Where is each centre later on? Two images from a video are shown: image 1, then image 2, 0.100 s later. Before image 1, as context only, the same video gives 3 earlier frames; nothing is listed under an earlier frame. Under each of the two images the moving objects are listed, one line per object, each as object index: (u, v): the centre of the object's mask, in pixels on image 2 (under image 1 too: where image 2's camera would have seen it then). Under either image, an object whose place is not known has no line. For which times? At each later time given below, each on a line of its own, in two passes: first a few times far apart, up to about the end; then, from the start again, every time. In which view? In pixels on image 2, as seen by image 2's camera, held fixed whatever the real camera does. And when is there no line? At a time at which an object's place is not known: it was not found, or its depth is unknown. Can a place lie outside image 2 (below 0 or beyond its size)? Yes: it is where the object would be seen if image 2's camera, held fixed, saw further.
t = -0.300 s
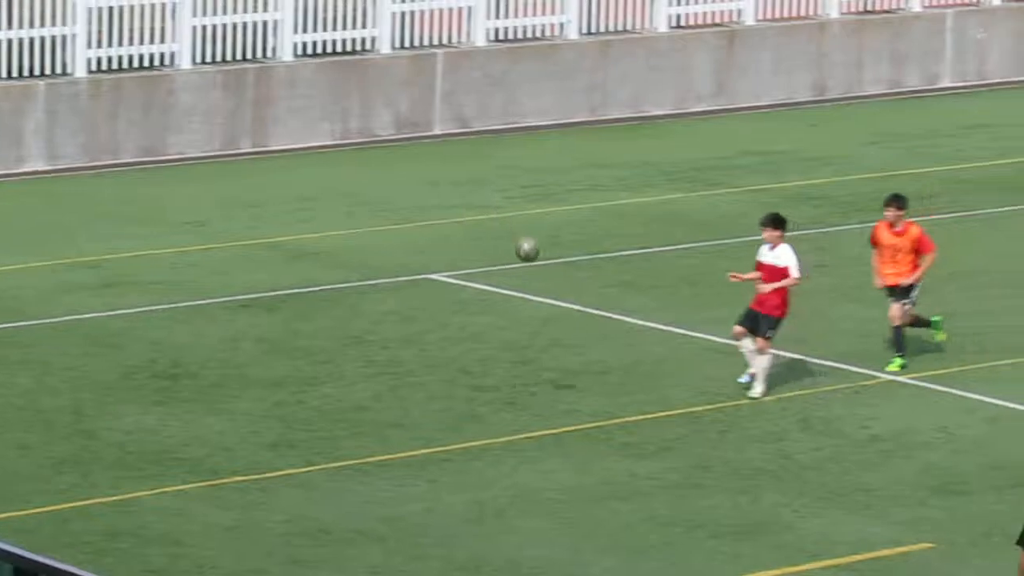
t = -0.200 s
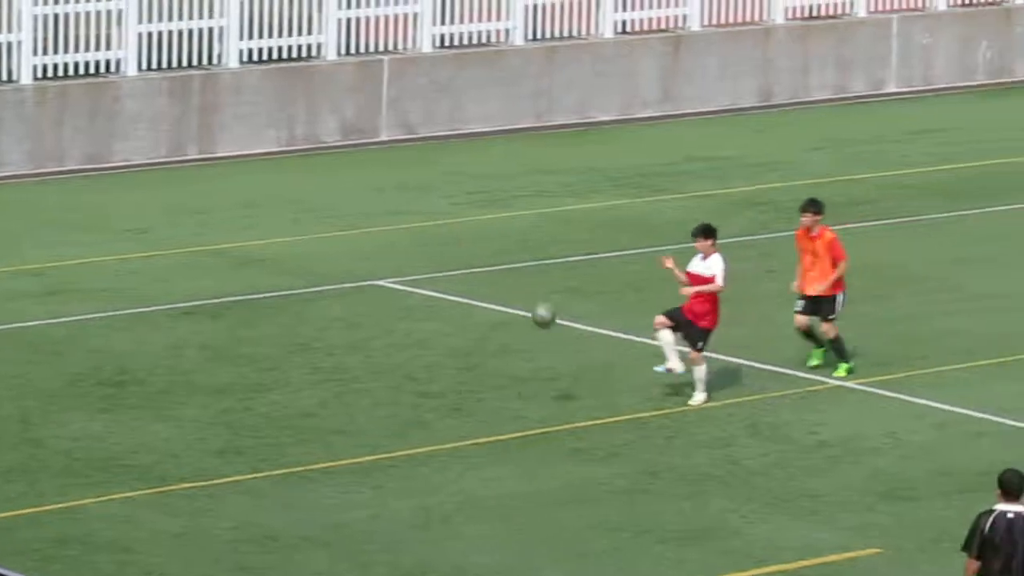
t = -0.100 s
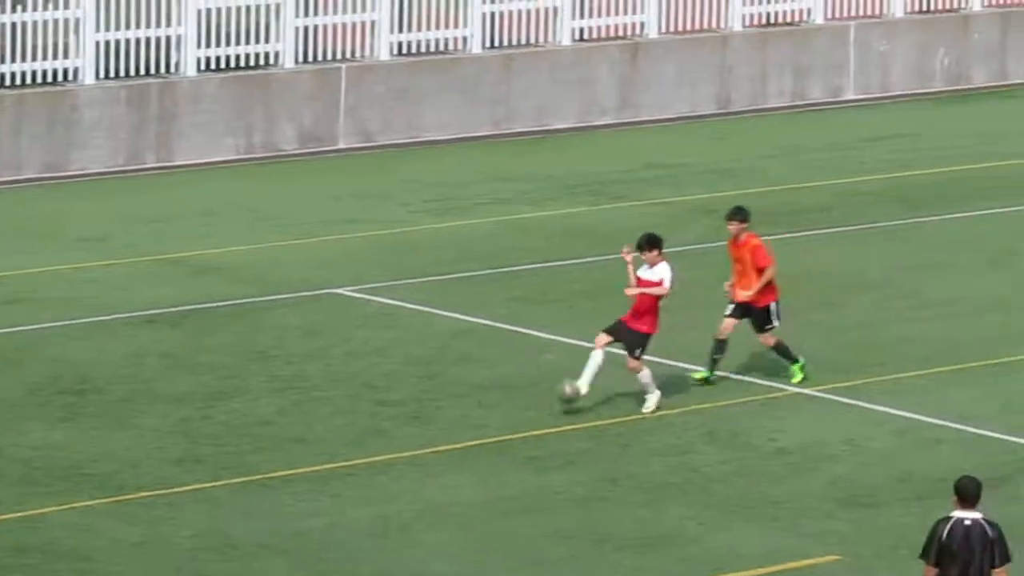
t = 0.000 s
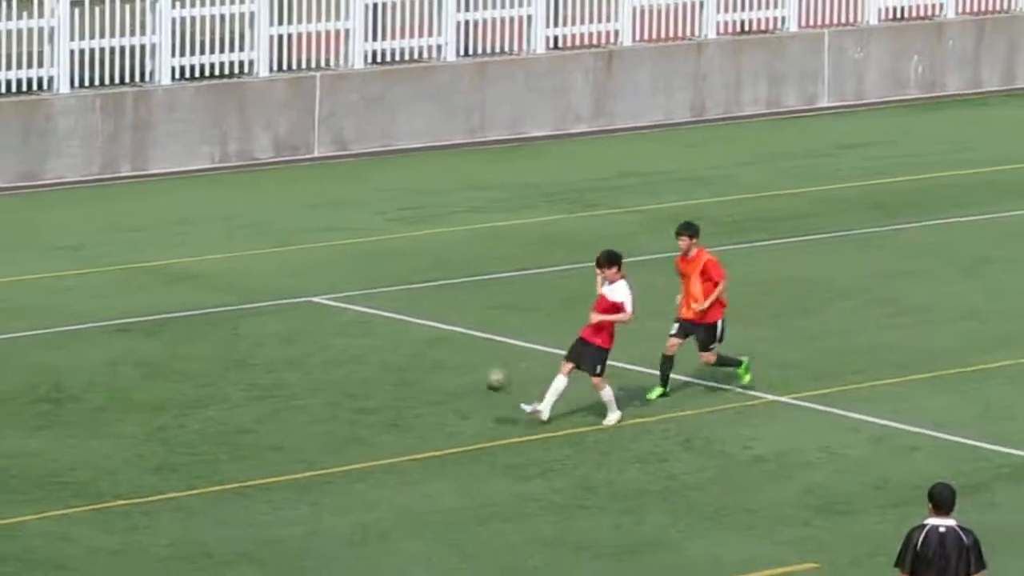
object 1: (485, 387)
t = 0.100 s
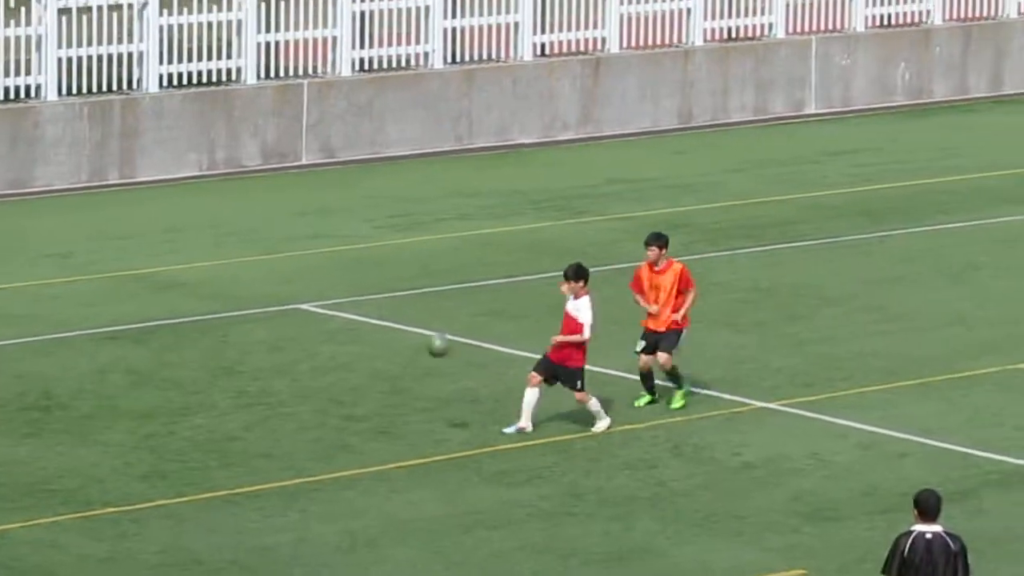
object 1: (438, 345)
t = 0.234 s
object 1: (373, 309)
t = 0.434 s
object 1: (275, 289)
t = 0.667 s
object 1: (156, 324)
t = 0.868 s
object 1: (51, 409)
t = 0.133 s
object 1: (422, 333)
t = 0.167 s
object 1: (406, 324)
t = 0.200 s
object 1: (390, 315)
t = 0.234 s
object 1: (373, 309)
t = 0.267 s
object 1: (359, 303)
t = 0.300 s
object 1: (342, 296)
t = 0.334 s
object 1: (324, 292)
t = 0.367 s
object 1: (309, 290)
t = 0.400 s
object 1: (292, 288)
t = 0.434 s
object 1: (275, 289)
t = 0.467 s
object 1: (259, 290)
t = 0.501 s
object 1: (242, 293)
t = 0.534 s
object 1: (225, 296)
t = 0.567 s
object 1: (207, 301)
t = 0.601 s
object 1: (191, 309)
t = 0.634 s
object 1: (173, 315)
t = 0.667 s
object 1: (156, 324)
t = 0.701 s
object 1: (139, 335)
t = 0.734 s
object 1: (121, 347)
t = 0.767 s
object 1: (104, 361)
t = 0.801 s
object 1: (87, 374)
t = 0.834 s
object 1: (69, 393)
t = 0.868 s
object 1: (51, 409)
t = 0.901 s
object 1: (32, 428)
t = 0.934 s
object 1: (15, 449)
